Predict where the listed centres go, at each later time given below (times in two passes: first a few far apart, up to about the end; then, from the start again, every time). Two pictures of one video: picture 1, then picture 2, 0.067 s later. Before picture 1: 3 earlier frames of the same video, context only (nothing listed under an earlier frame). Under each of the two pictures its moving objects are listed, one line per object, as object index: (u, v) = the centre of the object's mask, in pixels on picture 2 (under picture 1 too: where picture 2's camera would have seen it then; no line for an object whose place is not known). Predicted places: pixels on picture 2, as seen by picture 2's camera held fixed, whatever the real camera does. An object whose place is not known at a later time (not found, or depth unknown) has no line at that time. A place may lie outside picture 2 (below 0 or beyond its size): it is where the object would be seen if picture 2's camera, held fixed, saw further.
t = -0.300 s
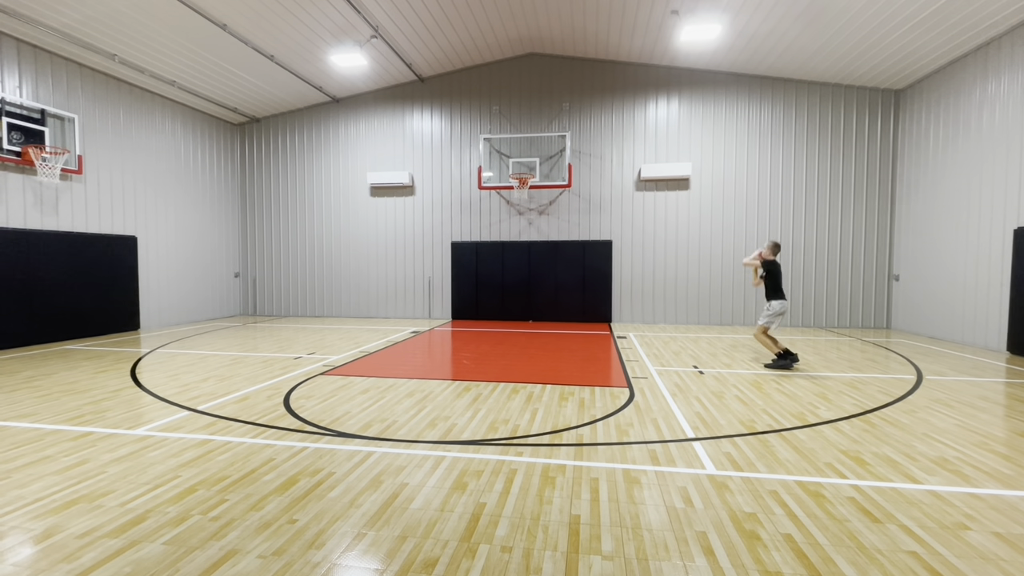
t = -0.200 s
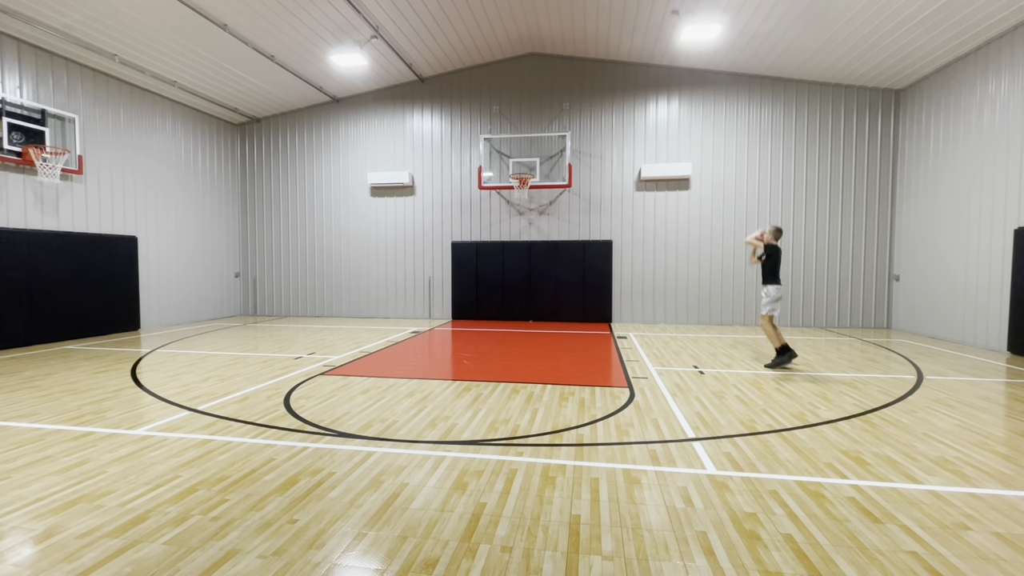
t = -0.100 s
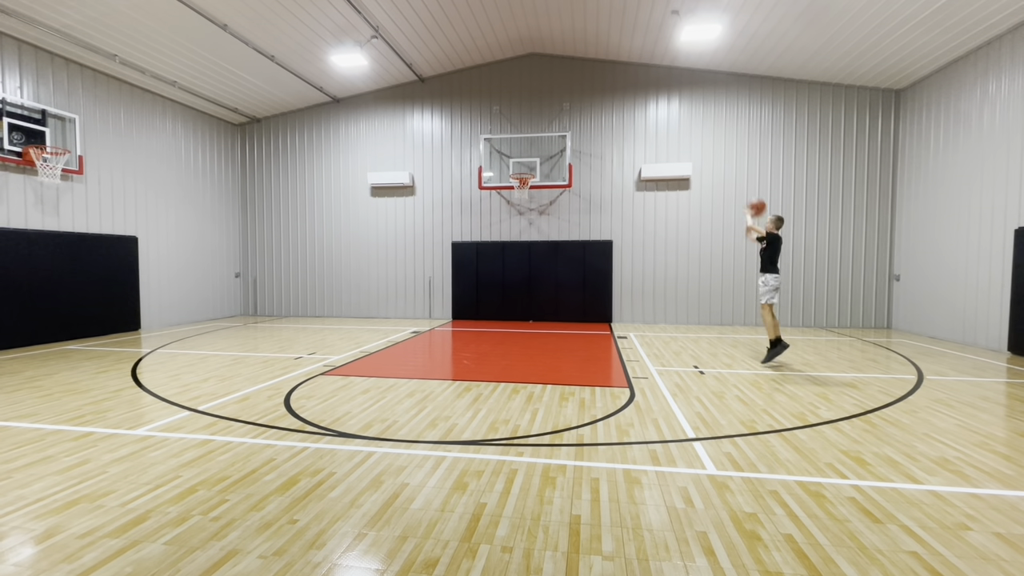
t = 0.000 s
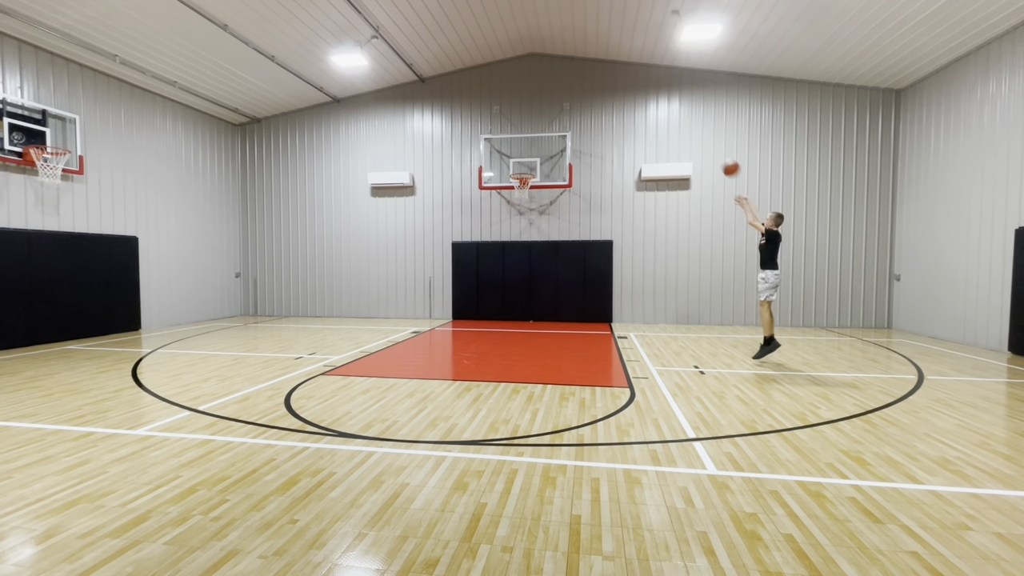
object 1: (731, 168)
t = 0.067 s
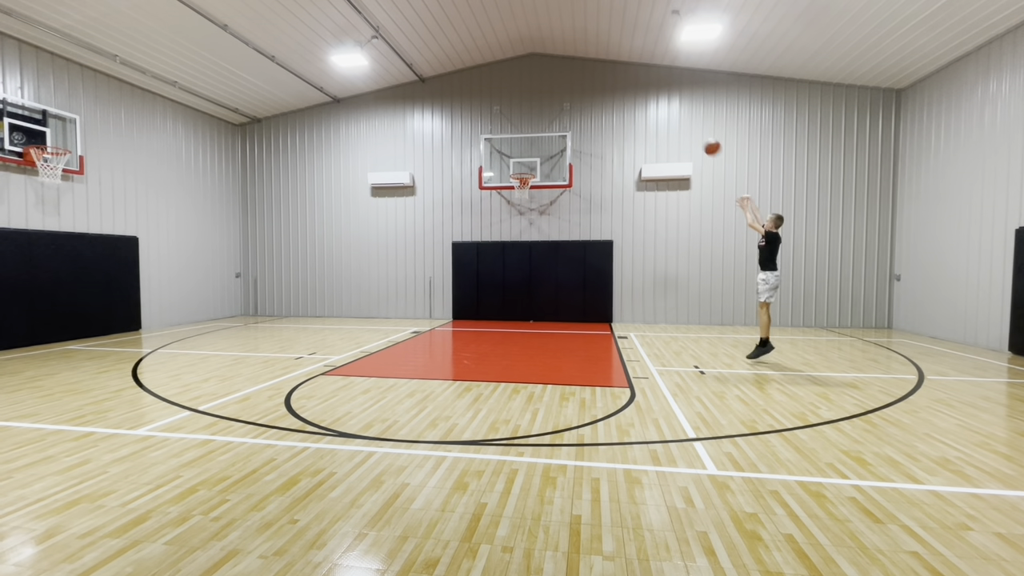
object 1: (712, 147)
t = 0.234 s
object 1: (669, 112)
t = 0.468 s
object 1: (618, 97)
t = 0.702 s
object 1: (574, 114)
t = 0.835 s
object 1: (552, 136)
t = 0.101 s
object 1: (703, 138)
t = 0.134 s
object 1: (694, 130)
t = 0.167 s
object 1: (685, 123)
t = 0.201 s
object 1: (677, 117)
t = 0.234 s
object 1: (669, 112)
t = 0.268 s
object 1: (661, 107)
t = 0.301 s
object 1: (653, 103)
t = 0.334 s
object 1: (646, 100)
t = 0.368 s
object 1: (639, 99)
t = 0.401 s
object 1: (632, 97)
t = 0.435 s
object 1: (625, 97)
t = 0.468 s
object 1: (618, 97)
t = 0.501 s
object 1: (612, 98)
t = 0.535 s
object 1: (605, 99)
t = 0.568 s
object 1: (598, 101)
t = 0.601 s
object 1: (592, 103)
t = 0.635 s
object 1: (586, 106)
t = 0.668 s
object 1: (580, 110)
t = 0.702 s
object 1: (574, 114)
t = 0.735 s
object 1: (568, 119)
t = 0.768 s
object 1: (563, 124)
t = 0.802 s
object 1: (557, 129)
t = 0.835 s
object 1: (552, 136)
